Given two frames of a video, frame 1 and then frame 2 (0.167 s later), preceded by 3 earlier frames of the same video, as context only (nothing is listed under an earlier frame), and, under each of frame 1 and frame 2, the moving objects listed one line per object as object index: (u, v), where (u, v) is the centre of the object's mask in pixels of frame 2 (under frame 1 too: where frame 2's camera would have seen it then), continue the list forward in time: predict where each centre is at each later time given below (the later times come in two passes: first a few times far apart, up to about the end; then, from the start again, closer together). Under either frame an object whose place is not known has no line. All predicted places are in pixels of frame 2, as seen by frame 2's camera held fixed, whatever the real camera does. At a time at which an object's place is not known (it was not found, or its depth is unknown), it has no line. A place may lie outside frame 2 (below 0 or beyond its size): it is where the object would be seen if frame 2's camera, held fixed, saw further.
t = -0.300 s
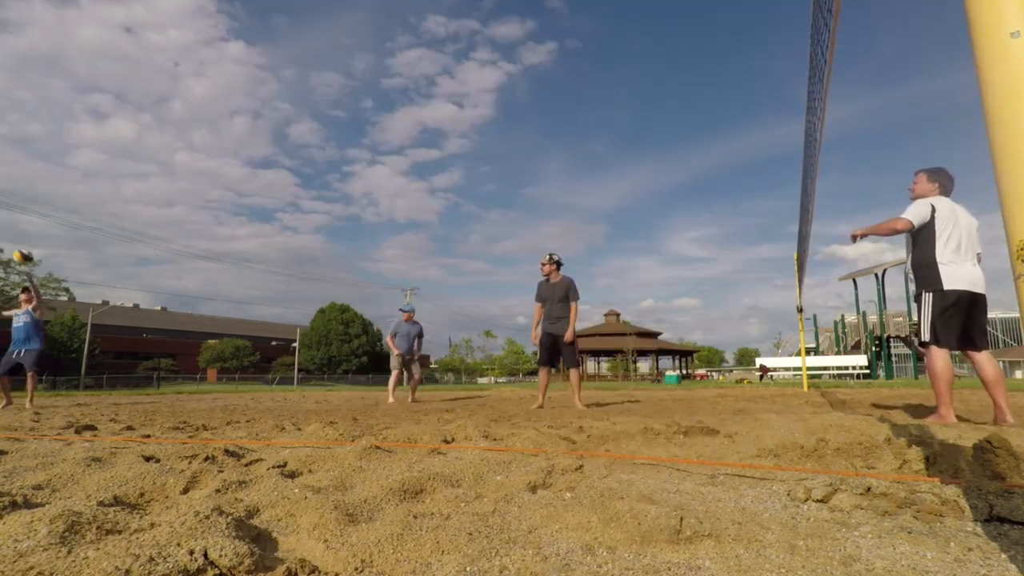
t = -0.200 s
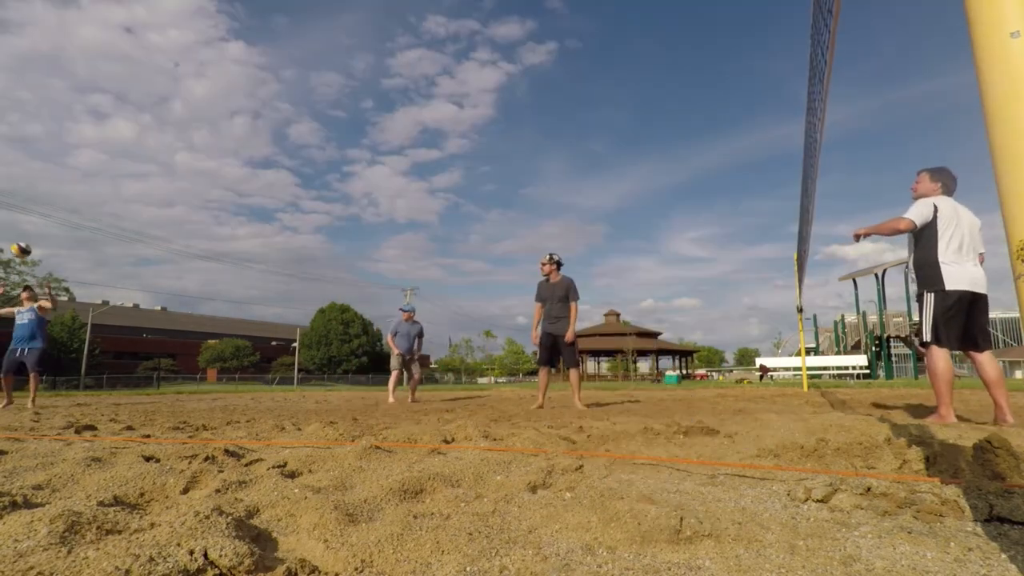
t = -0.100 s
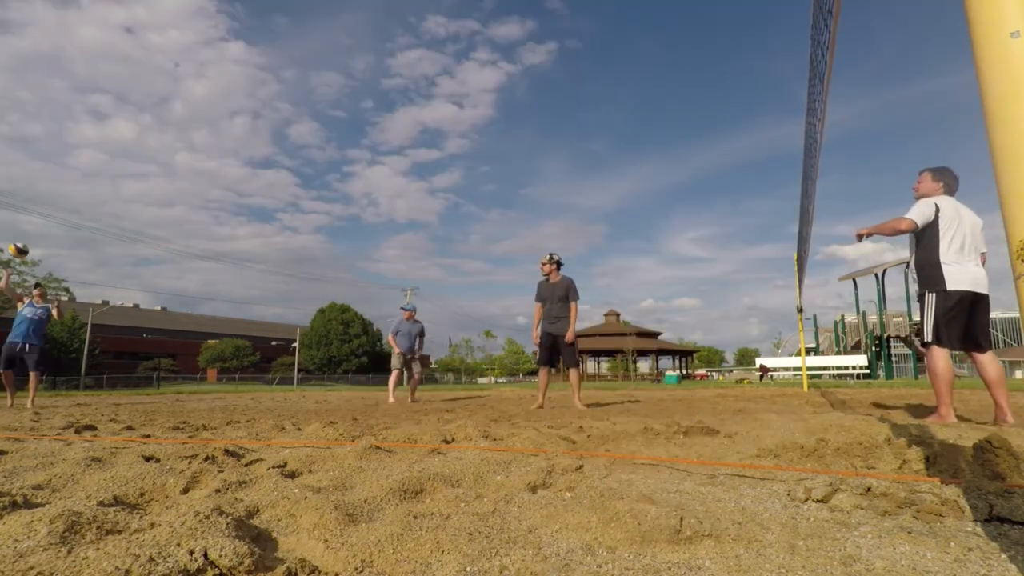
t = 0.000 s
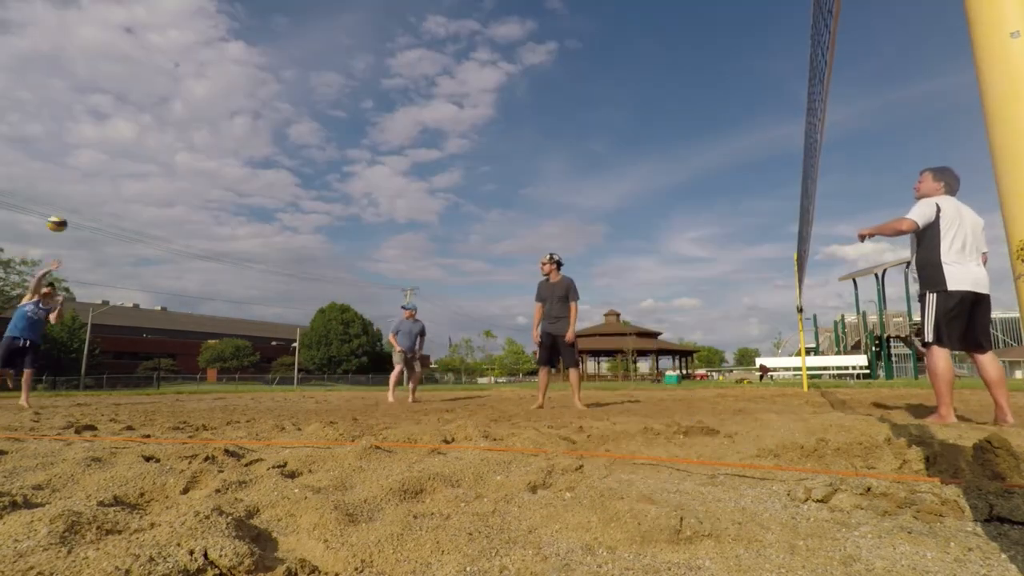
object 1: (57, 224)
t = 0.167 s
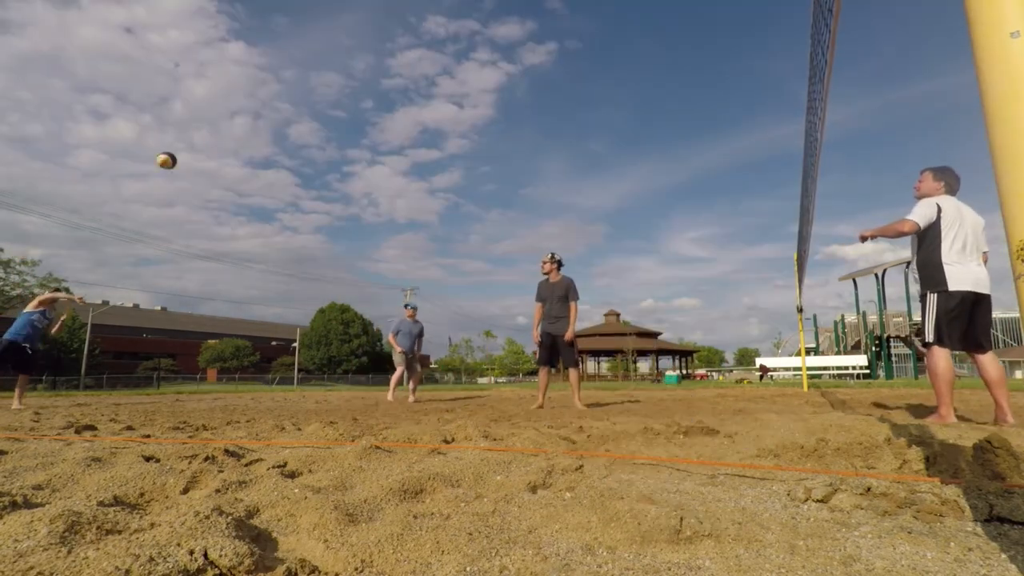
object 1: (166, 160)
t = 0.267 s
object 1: (242, 125)
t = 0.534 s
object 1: (498, 49)
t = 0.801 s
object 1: (893, 17)
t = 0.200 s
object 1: (190, 148)
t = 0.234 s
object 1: (216, 136)
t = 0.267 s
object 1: (242, 125)
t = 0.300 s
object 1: (270, 114)
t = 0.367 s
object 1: (327, 93)
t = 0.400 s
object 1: (359, 83)
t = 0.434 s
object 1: (391, 73)
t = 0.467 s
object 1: (425, 65)
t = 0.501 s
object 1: (461, 57)
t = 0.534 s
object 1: (498, 49)
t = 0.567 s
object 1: (537, 42)
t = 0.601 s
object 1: (578, 35)
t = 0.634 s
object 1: (622, 30)
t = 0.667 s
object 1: (668, 25)
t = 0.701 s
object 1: (718, 21)
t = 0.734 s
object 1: (772, 19)
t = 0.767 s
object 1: (829, 16)
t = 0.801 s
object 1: (893, 17)
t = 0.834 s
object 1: (955, 20)
